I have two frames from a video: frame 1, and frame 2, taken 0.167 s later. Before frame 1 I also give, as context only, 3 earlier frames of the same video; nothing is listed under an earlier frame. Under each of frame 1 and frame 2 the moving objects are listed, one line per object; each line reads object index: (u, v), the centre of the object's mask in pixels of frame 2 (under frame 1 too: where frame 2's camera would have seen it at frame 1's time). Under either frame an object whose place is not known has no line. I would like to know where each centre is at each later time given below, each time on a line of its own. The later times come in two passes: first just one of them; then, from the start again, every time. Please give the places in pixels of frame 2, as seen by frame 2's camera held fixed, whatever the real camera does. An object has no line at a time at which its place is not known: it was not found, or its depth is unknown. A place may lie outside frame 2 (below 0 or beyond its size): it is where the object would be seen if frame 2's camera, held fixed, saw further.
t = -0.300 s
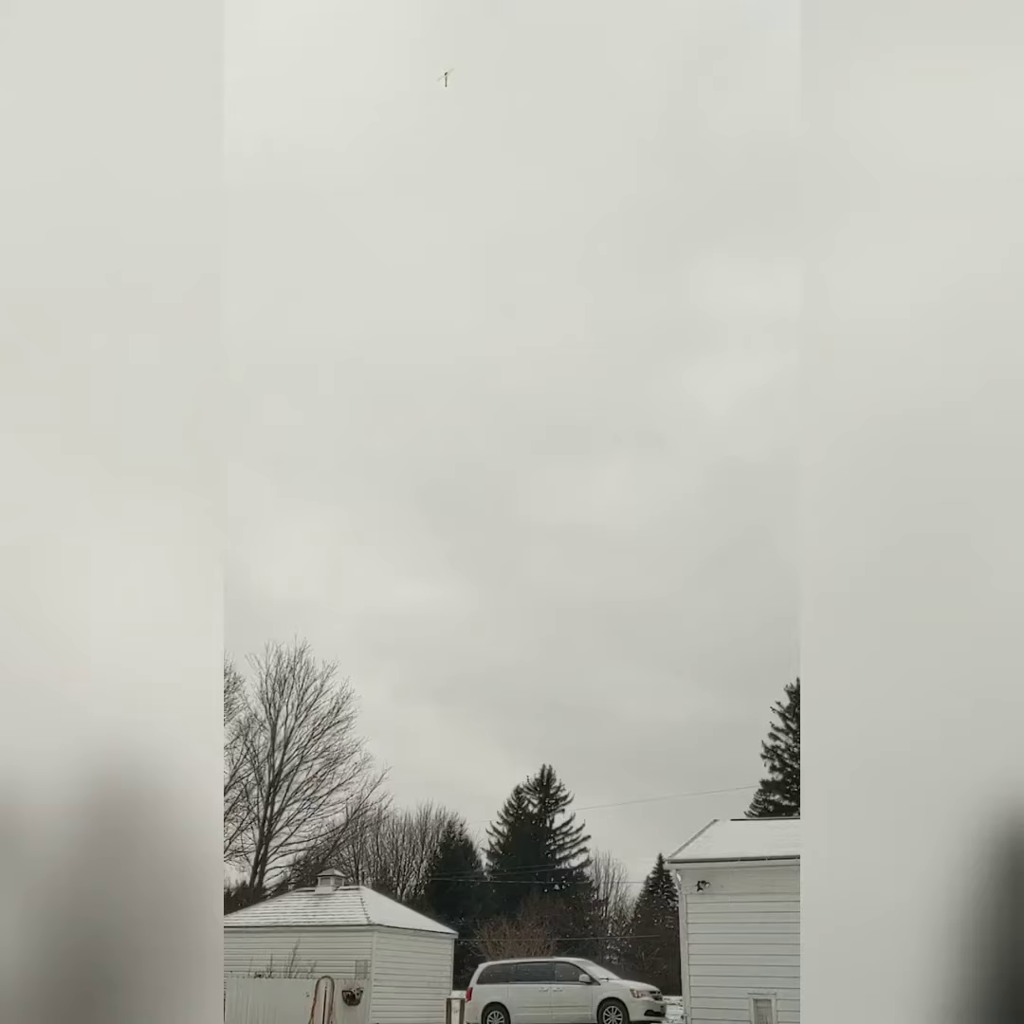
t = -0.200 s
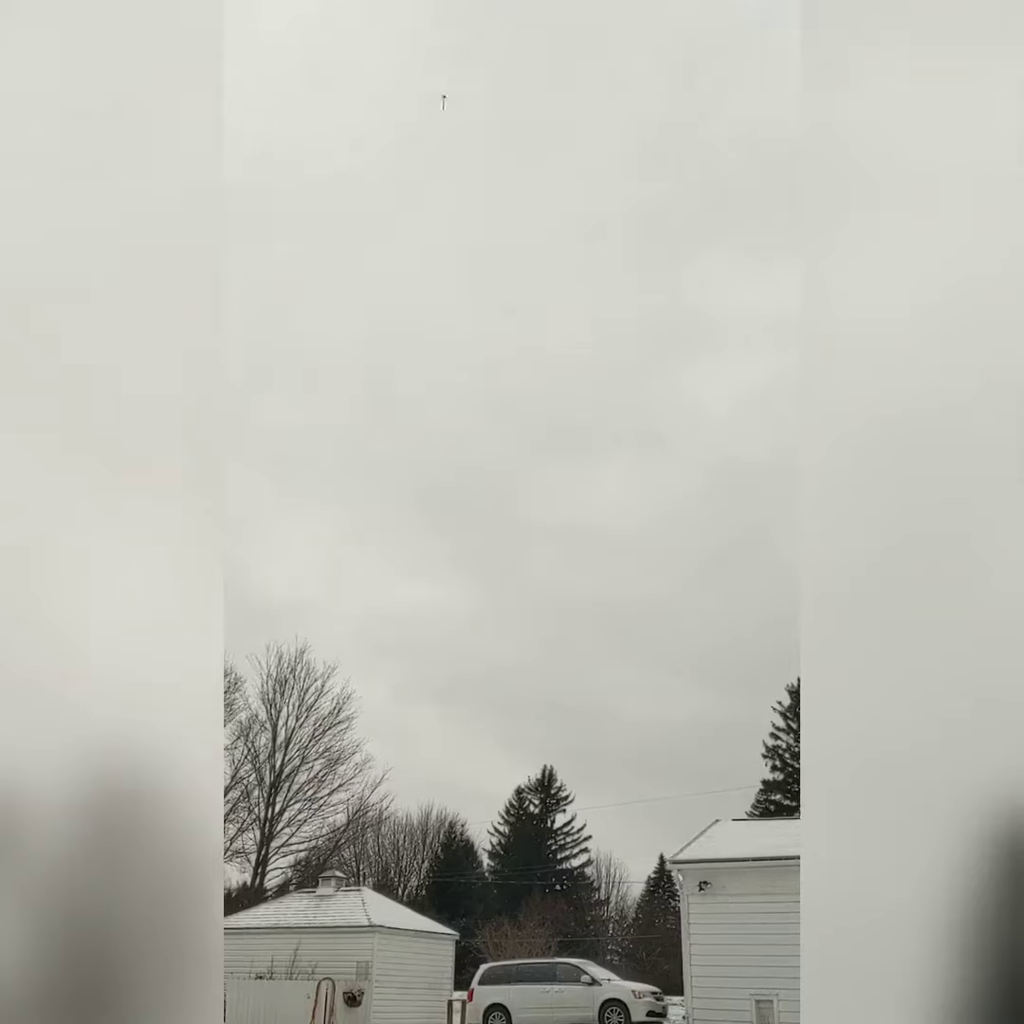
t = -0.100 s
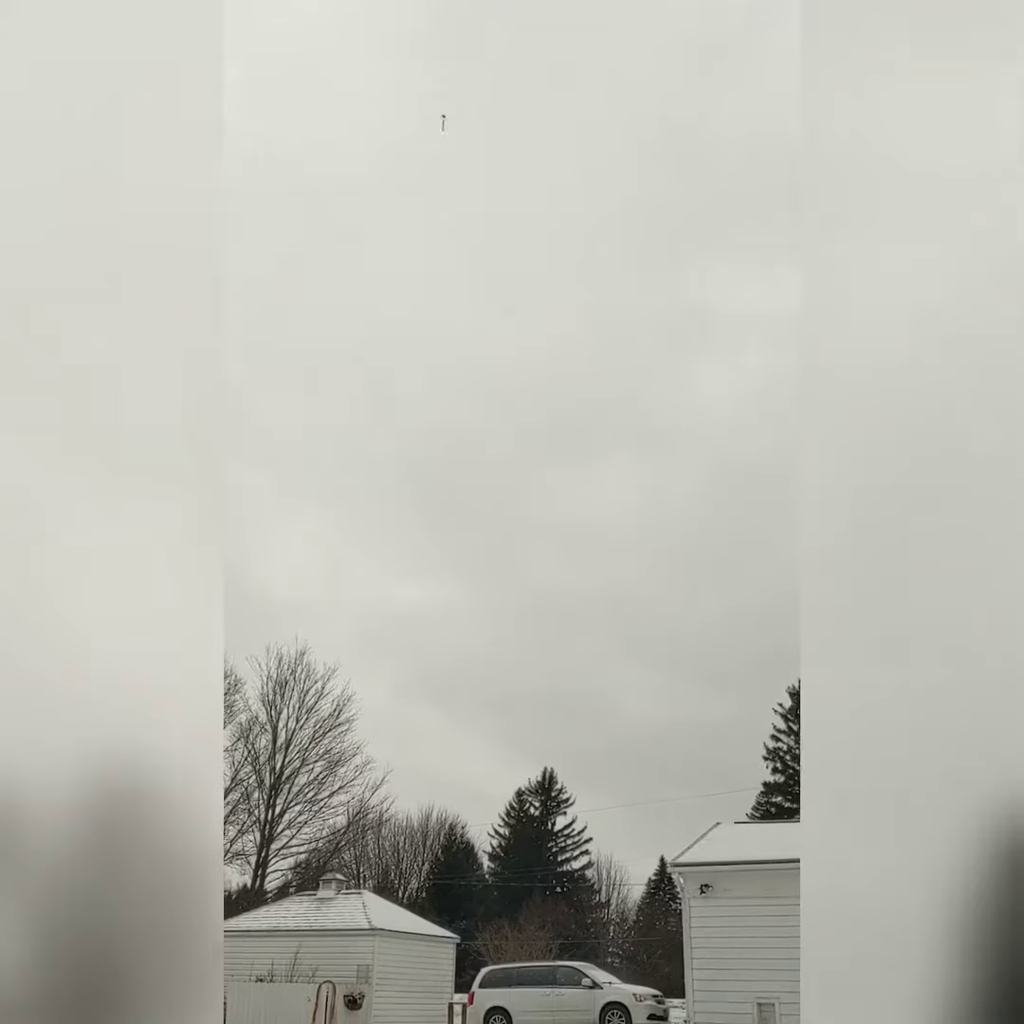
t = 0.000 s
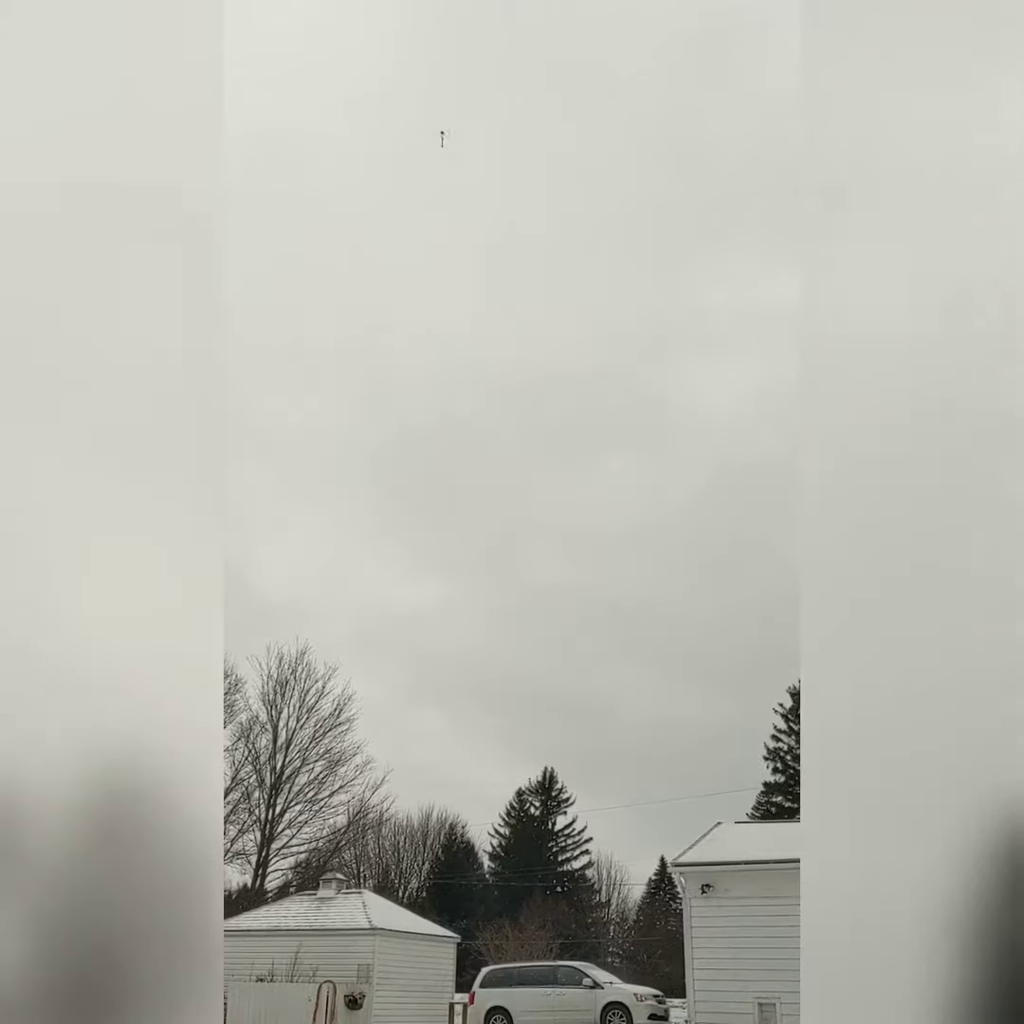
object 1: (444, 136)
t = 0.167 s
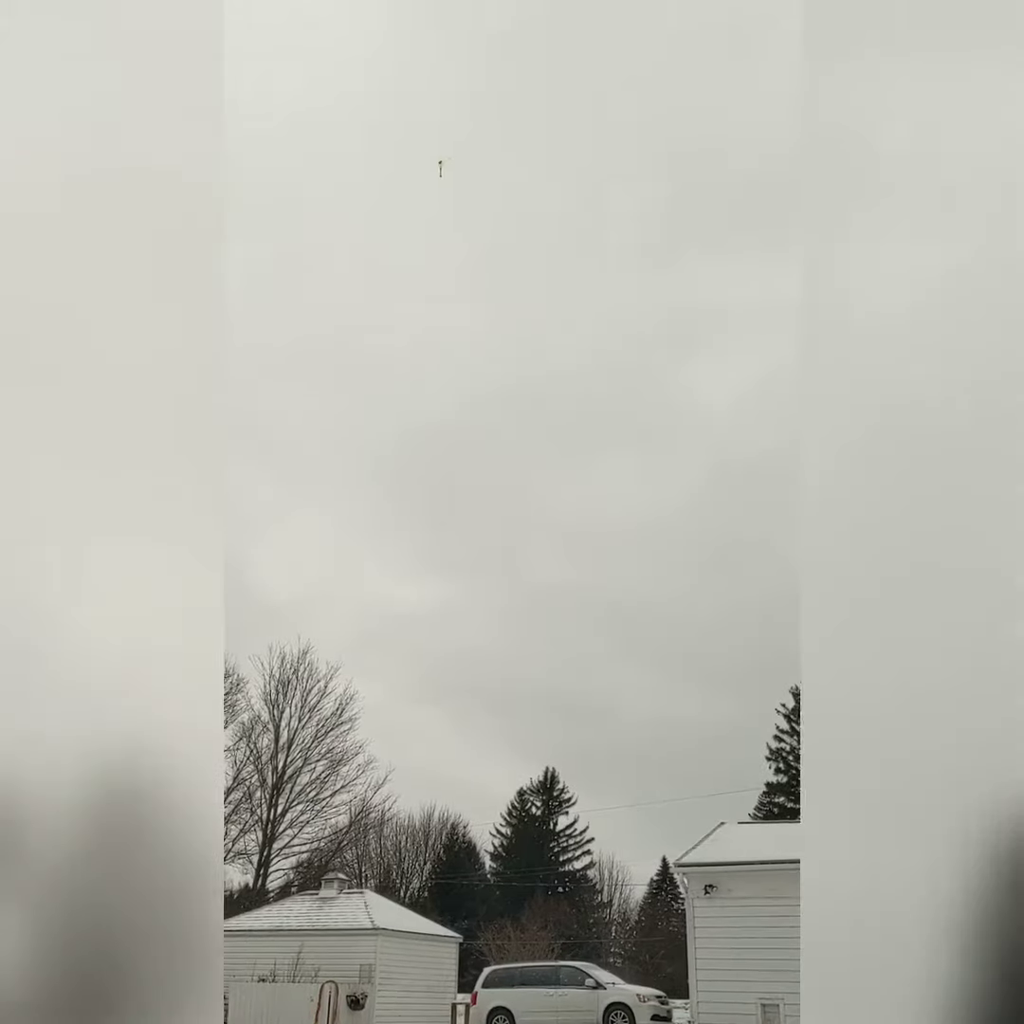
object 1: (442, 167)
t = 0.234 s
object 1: (438, 180)
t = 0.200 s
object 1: (439, 175)
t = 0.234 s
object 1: (438, 180)
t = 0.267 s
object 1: (437, 186)
